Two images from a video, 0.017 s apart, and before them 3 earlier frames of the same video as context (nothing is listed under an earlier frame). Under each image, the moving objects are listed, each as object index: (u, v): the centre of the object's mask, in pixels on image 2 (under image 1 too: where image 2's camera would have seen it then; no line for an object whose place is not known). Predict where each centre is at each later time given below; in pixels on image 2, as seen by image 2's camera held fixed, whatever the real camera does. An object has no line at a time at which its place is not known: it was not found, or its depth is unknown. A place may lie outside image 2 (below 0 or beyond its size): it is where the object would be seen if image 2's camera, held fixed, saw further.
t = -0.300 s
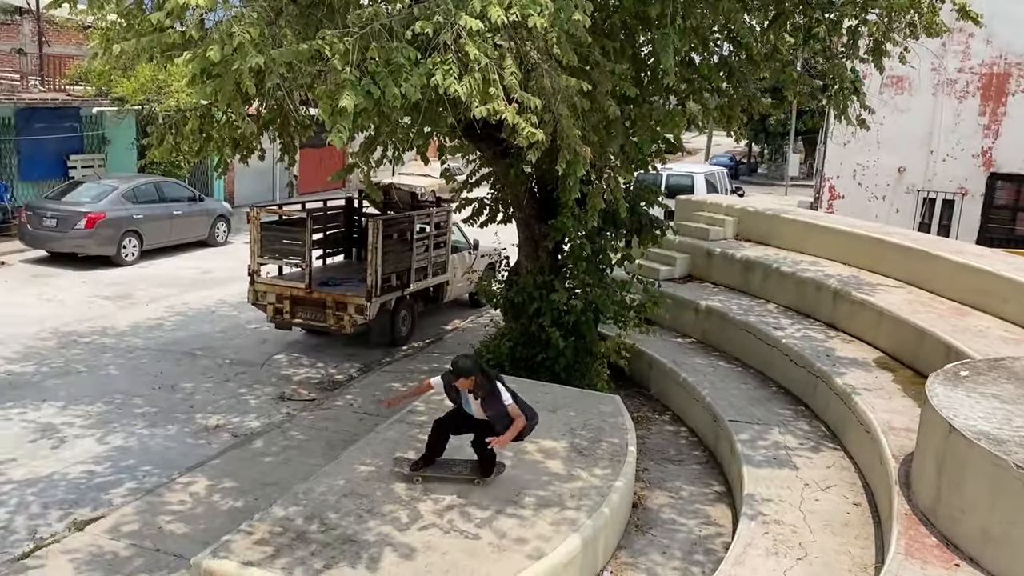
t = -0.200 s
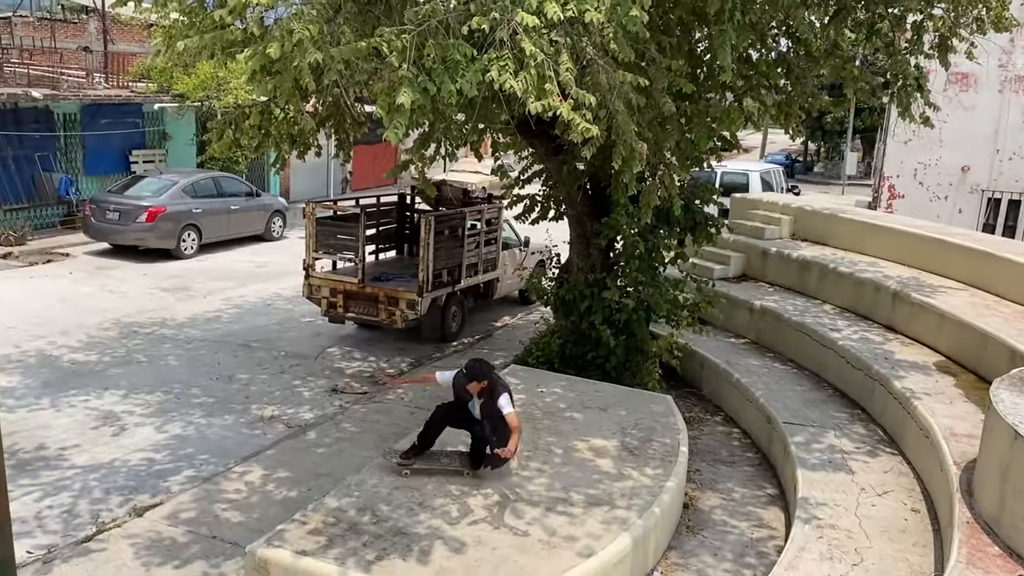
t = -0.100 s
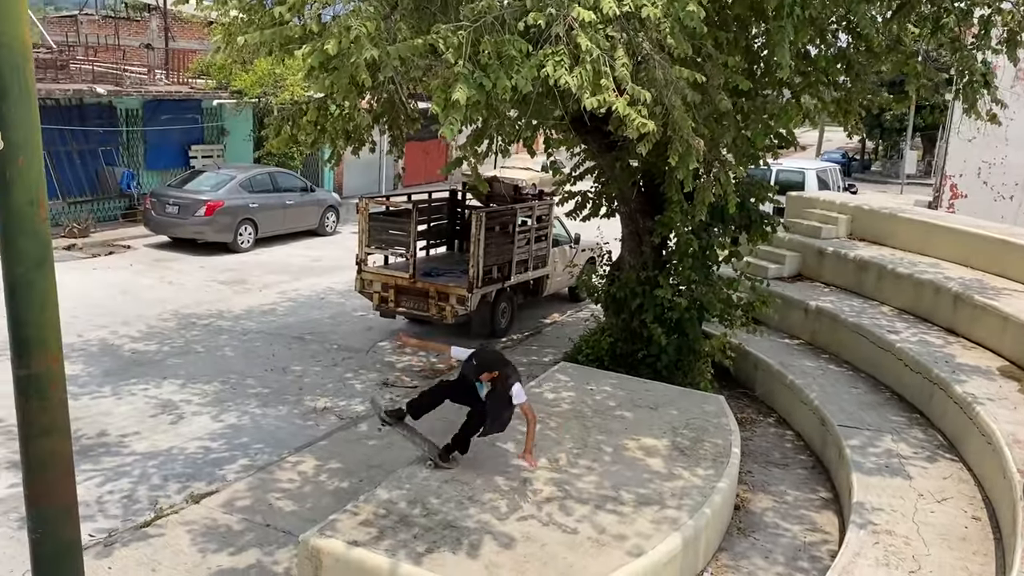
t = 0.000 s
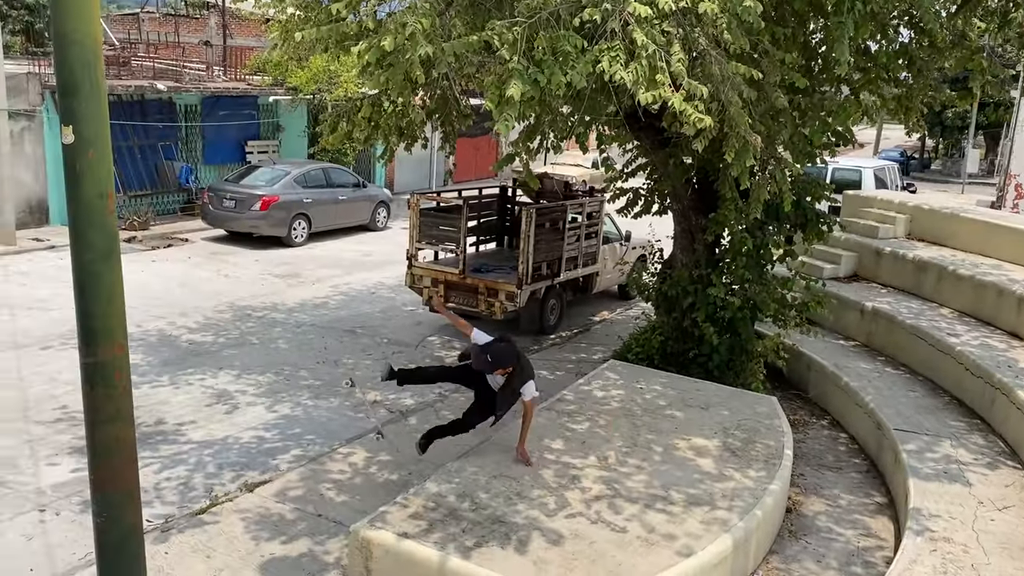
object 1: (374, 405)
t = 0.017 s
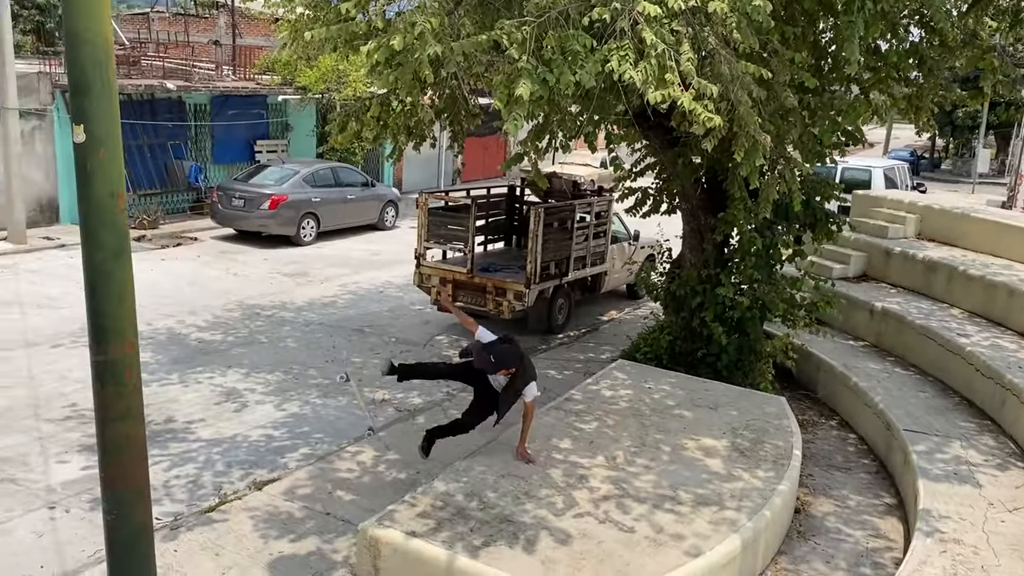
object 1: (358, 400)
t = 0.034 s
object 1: (345, 401)
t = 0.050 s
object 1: (333, 405)
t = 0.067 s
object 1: (316, 398)
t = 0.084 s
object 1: (301, 395)
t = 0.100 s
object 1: (283, 395)
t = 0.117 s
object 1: (271, 393)
